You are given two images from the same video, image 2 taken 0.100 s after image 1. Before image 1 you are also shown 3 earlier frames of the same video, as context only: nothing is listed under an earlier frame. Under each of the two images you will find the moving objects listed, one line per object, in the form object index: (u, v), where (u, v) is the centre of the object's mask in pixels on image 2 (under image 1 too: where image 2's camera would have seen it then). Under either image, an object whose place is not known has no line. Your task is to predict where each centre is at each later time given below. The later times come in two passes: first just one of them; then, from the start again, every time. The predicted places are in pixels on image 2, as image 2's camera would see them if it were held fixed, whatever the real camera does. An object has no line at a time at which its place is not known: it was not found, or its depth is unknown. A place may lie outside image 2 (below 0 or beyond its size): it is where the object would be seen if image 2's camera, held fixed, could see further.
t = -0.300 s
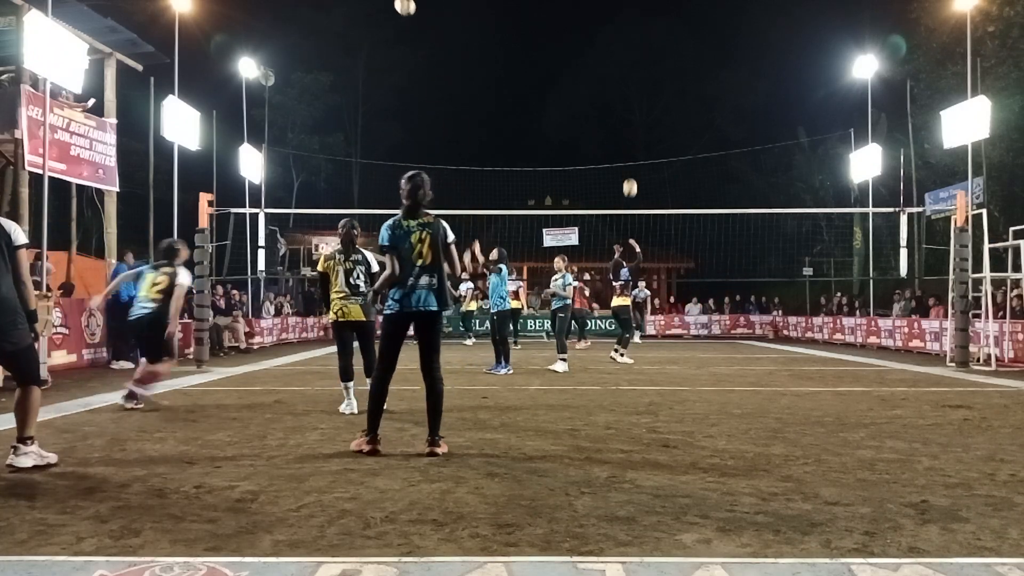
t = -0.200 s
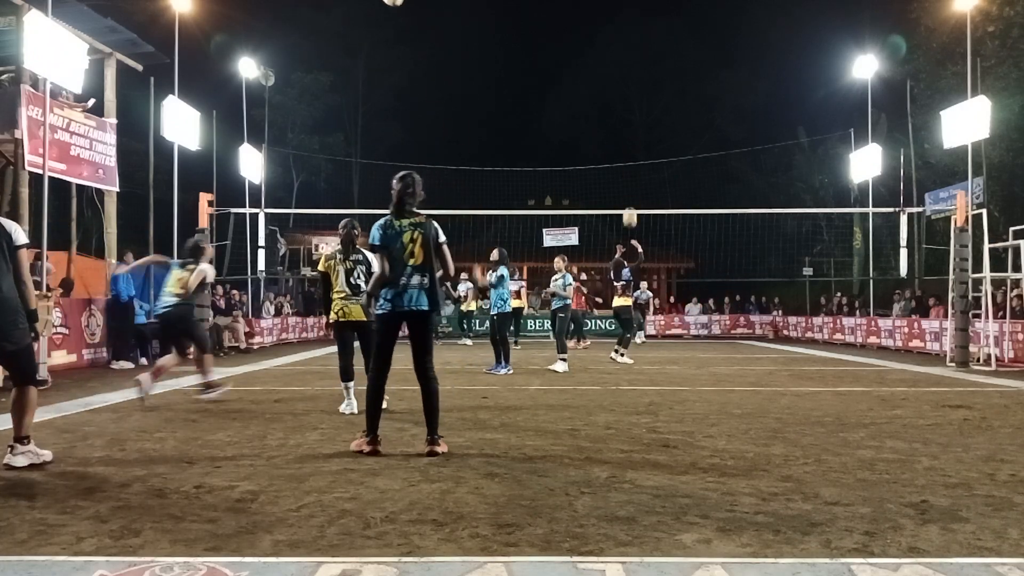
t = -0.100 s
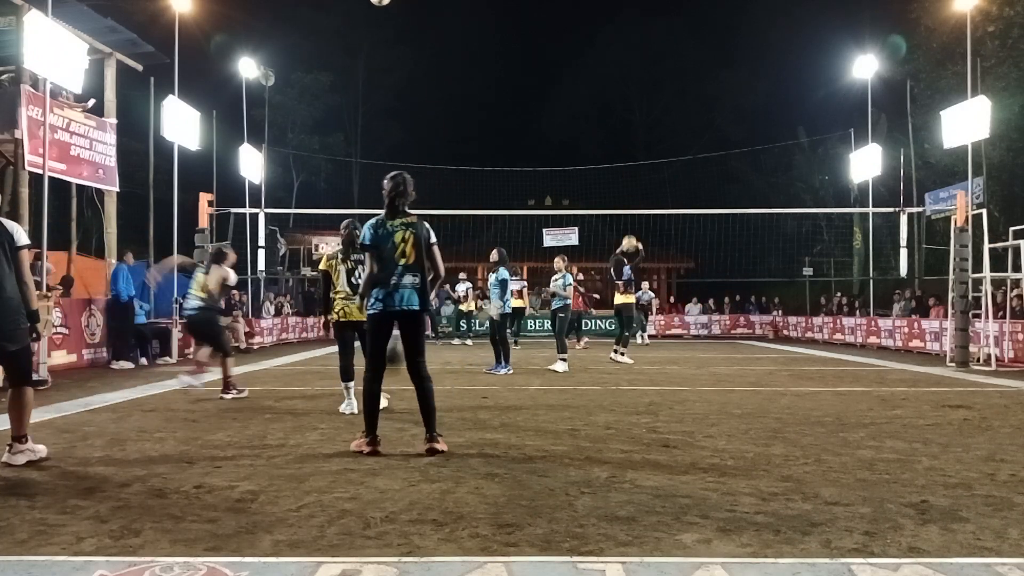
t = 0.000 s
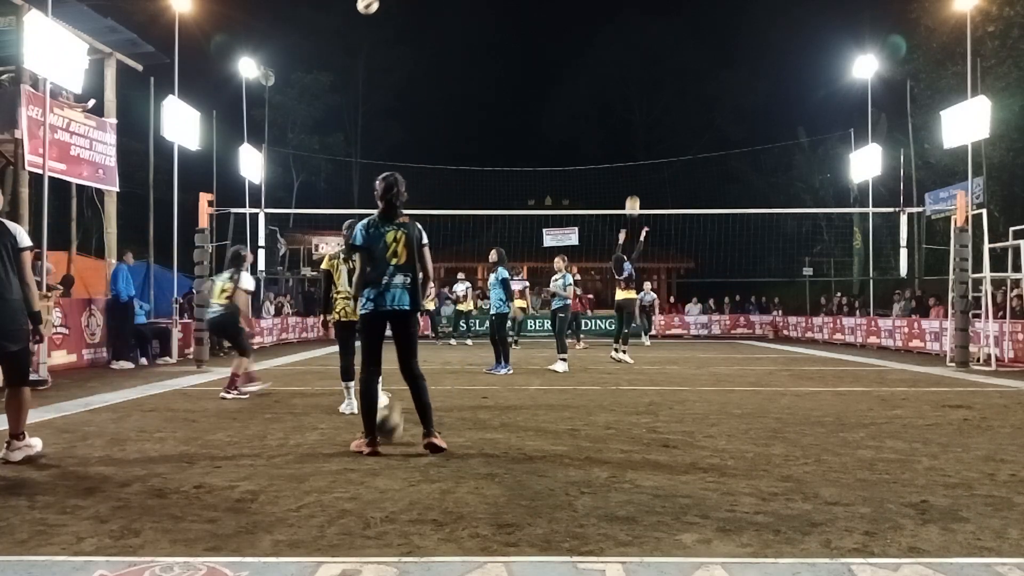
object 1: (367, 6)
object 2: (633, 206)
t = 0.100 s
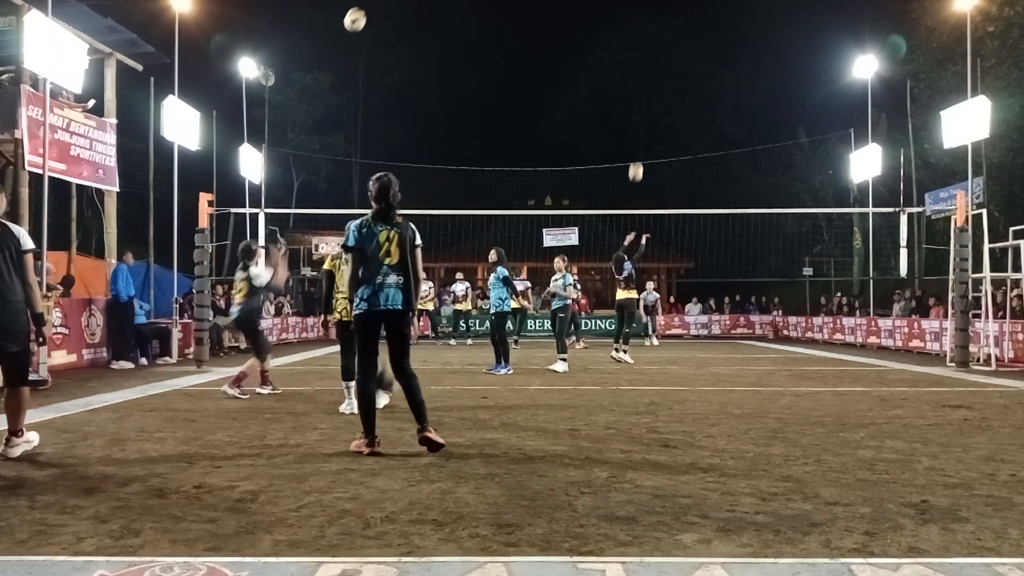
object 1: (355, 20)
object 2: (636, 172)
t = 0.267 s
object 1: (333, 68)
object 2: (641, 129)
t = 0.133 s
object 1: (351, 28)
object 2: (637, 162)
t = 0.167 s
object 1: (346, 36)
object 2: (638, 153)
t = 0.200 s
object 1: (342, 45)
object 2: (639, 144)
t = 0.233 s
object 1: (338, 56)
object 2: (640, 136)
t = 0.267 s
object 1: (333, 68)
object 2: (641, 129)
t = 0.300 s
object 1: (329, 80)
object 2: (642, 122)
